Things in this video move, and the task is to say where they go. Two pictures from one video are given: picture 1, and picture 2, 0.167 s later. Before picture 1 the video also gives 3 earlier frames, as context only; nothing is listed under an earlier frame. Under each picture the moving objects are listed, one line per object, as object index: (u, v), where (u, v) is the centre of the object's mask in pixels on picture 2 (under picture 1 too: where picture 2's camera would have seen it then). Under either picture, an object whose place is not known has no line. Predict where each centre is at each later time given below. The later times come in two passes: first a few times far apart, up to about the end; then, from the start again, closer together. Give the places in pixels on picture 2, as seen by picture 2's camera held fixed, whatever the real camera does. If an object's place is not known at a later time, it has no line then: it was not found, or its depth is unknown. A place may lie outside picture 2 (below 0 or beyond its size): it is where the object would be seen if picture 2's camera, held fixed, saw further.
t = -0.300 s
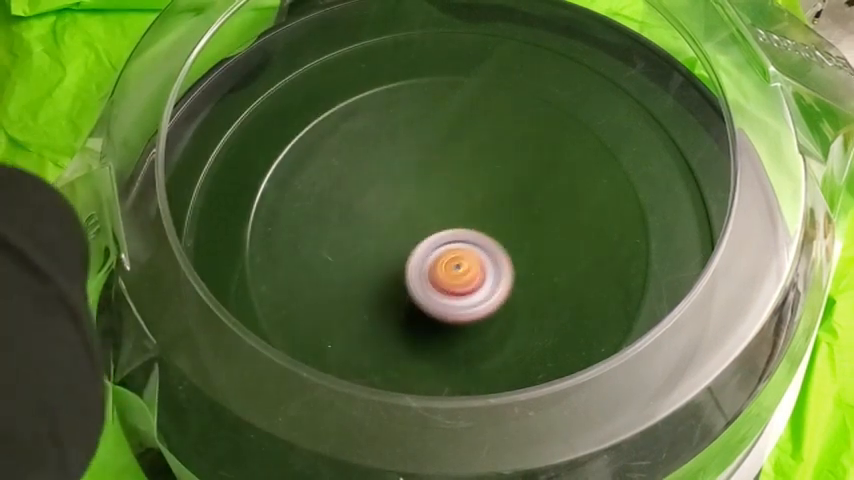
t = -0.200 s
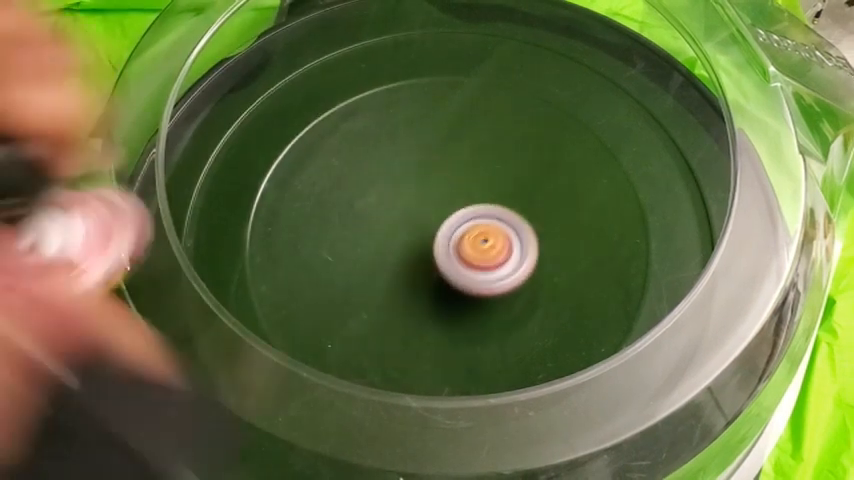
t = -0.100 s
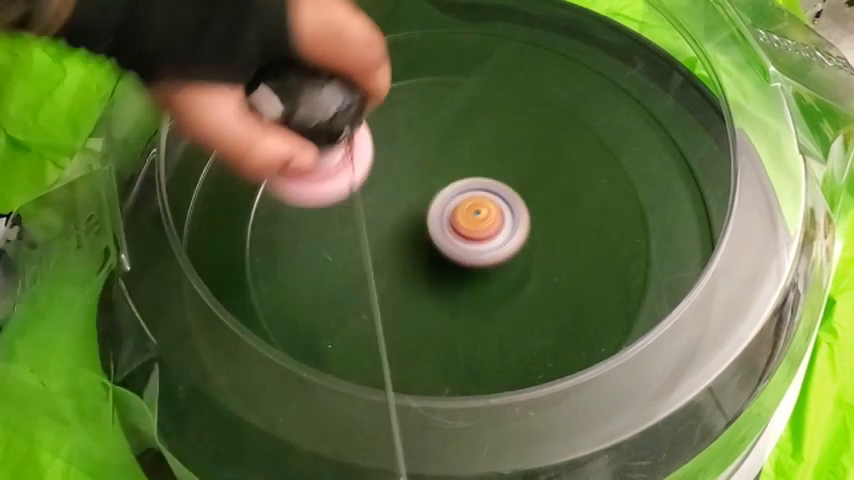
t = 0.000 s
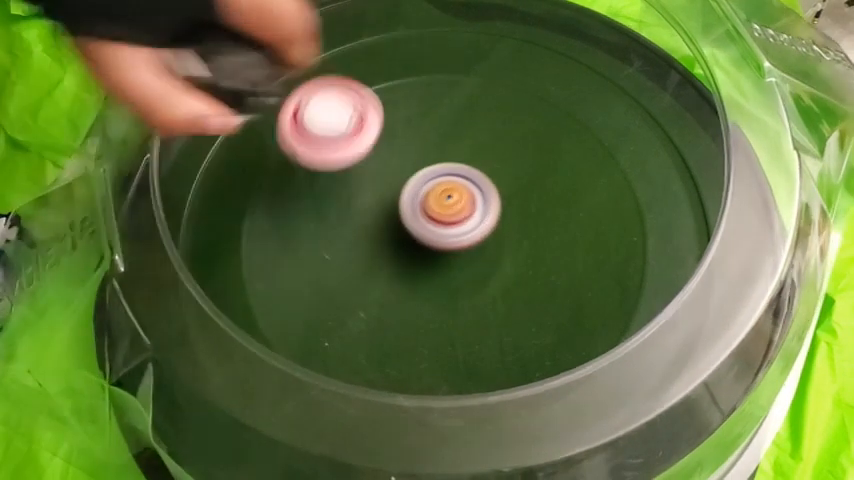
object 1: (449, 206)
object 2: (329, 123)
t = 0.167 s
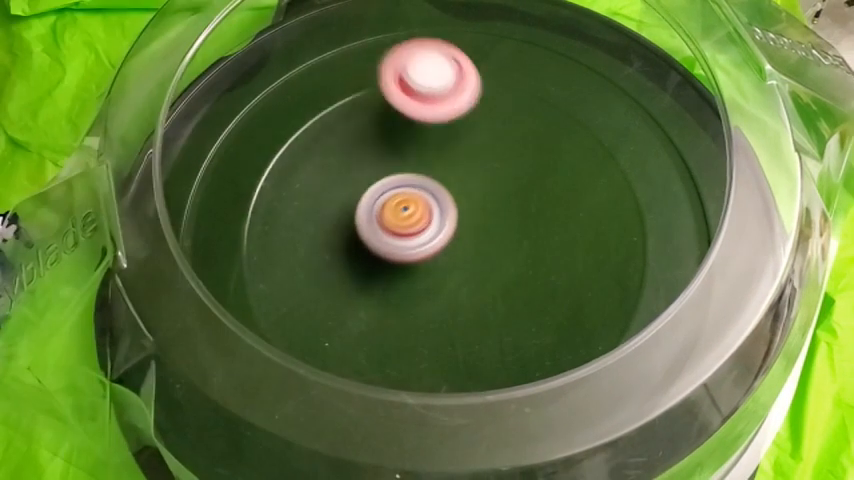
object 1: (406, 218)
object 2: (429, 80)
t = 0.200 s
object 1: (399, 227)
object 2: (447, 92)
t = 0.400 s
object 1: (435, 265)
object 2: (507, 171)
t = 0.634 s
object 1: (304, 346)
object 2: (699, 116)
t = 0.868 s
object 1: (421, 334)
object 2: (711, 85)
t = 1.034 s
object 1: (510, 250)
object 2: (660, 72)
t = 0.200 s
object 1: (399, 227)
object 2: (447, 92)
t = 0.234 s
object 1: (396, 236)
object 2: (459, 84)
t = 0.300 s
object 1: (401, 254)
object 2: (484, 102)
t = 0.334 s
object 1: (410, 260)
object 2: (496, 129)
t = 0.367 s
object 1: (421, 263)
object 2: (505, 155)
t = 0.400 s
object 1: (435, 265)
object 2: (507, 171)
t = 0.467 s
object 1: (413, 285)
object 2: (551, 181)
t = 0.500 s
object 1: (379, 304)
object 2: (592, 163)
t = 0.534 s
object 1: (350, 320)
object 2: (628, 147)
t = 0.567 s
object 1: (328, 331)
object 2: (658, 135)
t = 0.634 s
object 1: (304, 346)
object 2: (699, 116)
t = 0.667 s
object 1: (303, 350)
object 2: (711, 113)
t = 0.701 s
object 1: (311, 352)
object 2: (723, 106)
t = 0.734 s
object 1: (326, 351)
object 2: (729, 100)
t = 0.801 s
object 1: (370, 345)
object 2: (727, 91)
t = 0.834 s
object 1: (395, 341)
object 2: (721, 87)
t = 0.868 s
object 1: (421, 334)
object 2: (711, 85)
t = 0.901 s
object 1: (448, 324)
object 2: (702, 82)
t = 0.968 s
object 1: (490, 292)
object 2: (679, 77)
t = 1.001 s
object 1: (503, 272)
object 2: (667, 75)
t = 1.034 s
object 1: (510, 250)
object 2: (660, 72)
